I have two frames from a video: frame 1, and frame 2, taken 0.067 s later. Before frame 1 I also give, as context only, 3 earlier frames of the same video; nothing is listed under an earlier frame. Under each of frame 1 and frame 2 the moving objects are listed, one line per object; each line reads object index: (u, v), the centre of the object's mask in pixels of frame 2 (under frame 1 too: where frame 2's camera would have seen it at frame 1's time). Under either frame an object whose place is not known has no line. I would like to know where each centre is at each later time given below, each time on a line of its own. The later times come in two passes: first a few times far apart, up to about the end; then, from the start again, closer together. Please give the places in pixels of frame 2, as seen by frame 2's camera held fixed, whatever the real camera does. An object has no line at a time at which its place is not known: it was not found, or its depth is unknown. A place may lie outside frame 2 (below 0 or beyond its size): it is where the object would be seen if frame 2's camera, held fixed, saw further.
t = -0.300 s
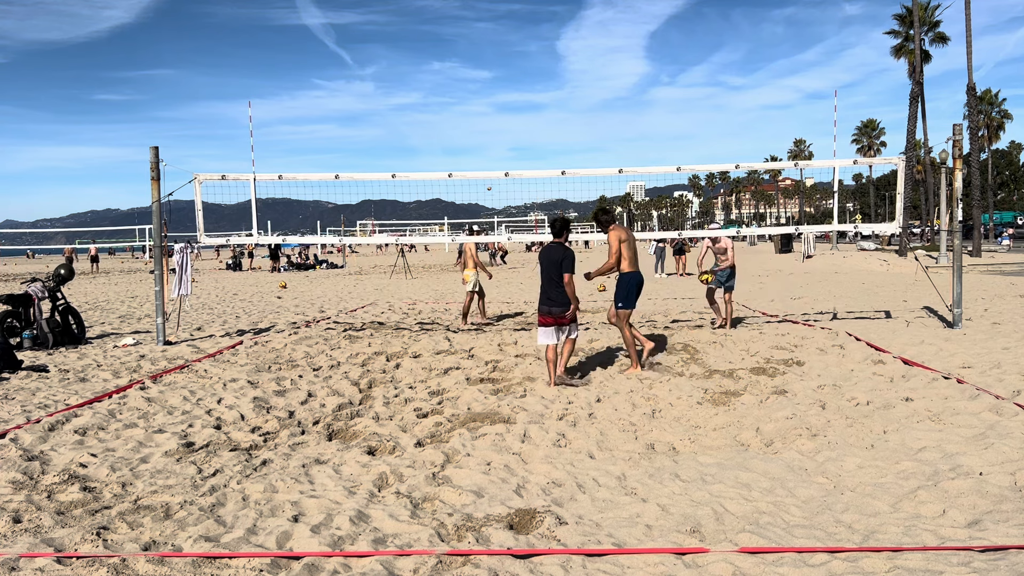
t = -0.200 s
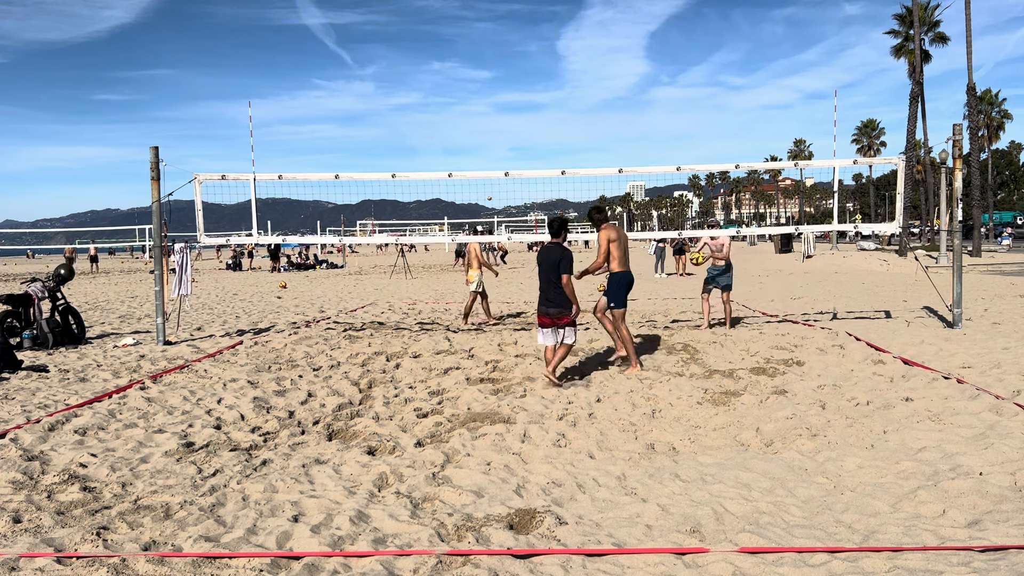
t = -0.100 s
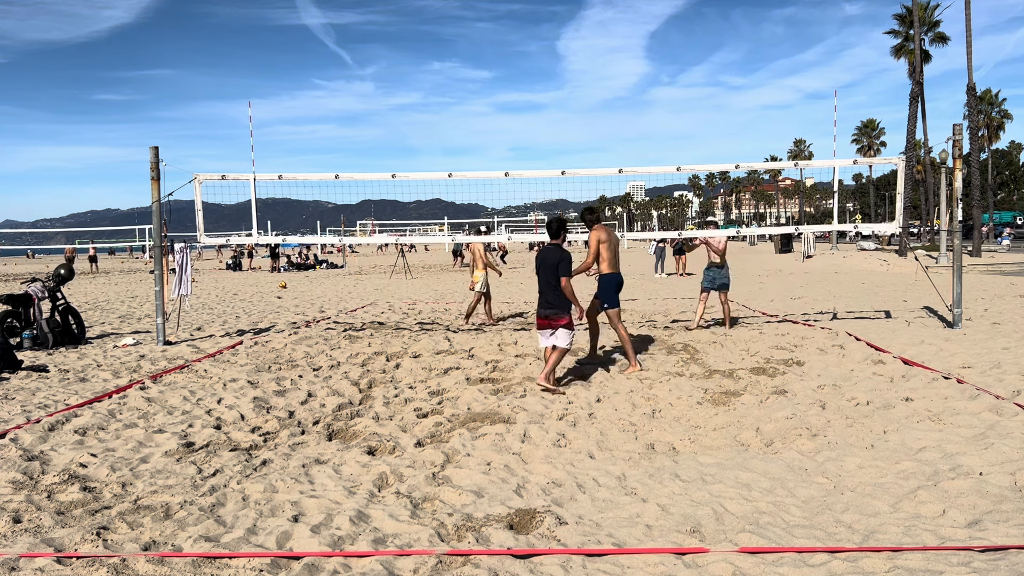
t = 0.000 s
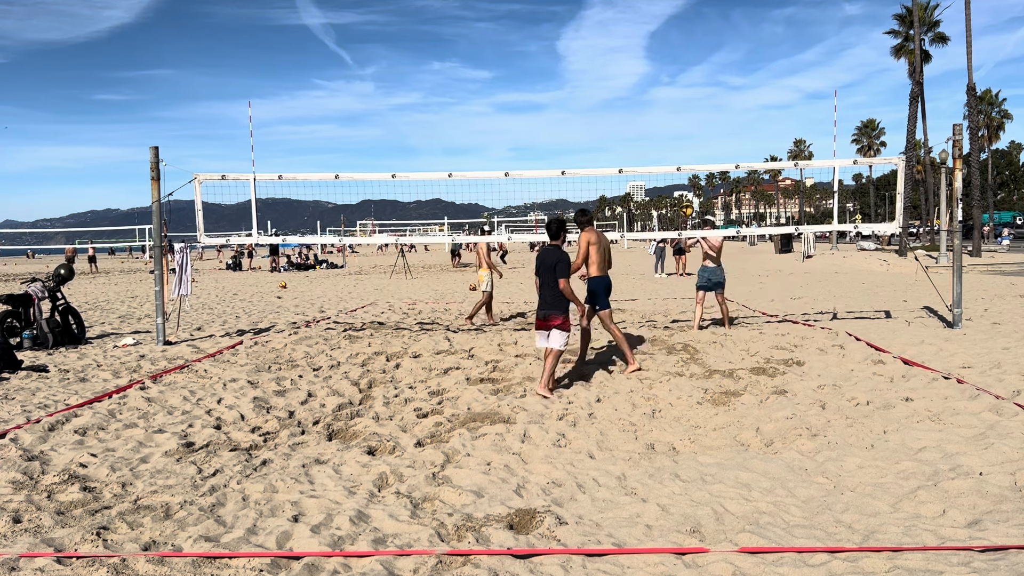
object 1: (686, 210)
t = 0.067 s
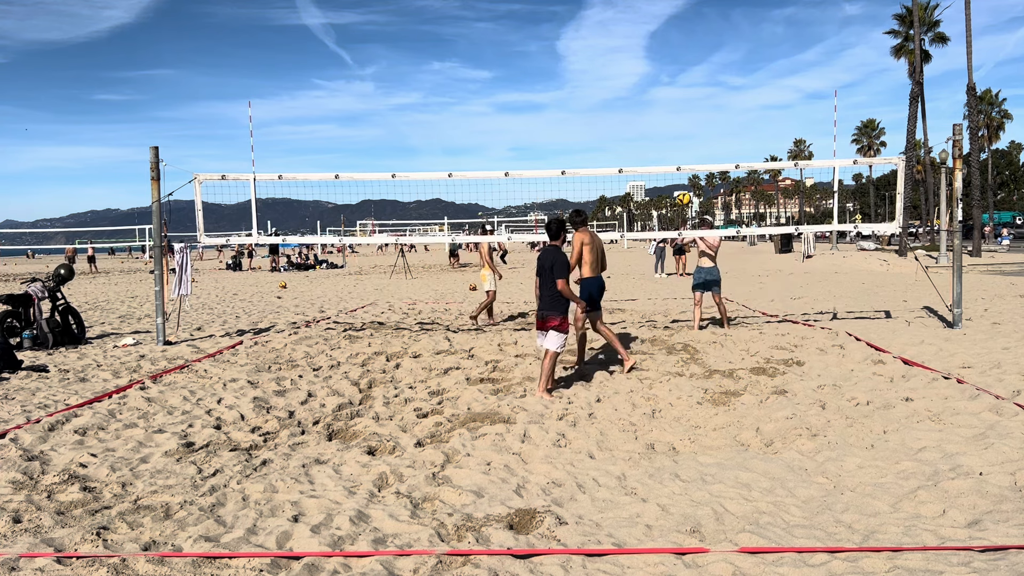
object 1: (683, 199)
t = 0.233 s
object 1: (676, 183)
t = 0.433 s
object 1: (668, 189)
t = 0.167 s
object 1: (679, 188)
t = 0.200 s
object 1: (678, 185)
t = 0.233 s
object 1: (676, 183)
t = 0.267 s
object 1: (675, 182)
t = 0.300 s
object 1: (673, 182)
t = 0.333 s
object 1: (672, 183)
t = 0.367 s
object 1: (671, 184)
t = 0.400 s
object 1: (670, 186)
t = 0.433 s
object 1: (668, 189)
